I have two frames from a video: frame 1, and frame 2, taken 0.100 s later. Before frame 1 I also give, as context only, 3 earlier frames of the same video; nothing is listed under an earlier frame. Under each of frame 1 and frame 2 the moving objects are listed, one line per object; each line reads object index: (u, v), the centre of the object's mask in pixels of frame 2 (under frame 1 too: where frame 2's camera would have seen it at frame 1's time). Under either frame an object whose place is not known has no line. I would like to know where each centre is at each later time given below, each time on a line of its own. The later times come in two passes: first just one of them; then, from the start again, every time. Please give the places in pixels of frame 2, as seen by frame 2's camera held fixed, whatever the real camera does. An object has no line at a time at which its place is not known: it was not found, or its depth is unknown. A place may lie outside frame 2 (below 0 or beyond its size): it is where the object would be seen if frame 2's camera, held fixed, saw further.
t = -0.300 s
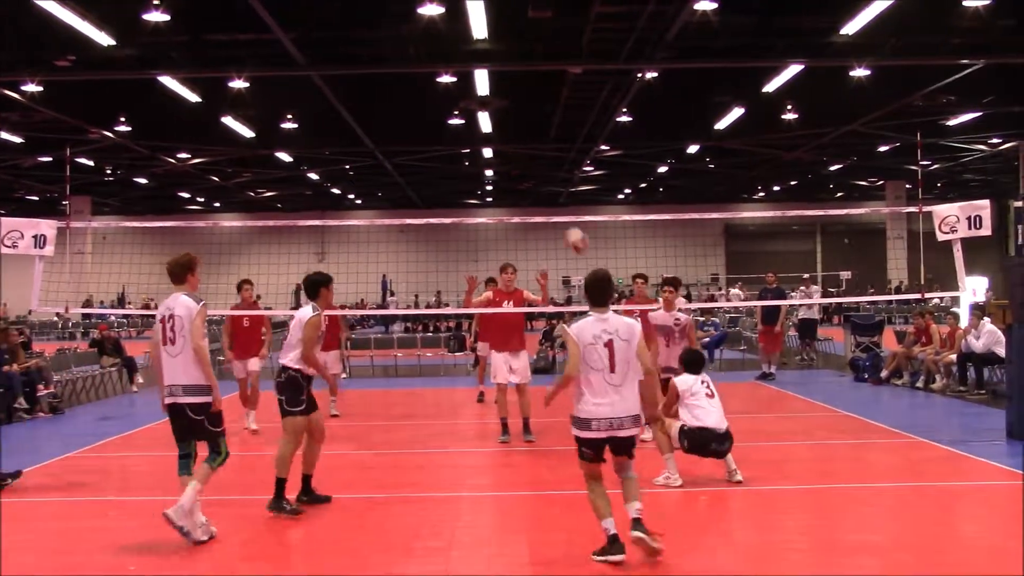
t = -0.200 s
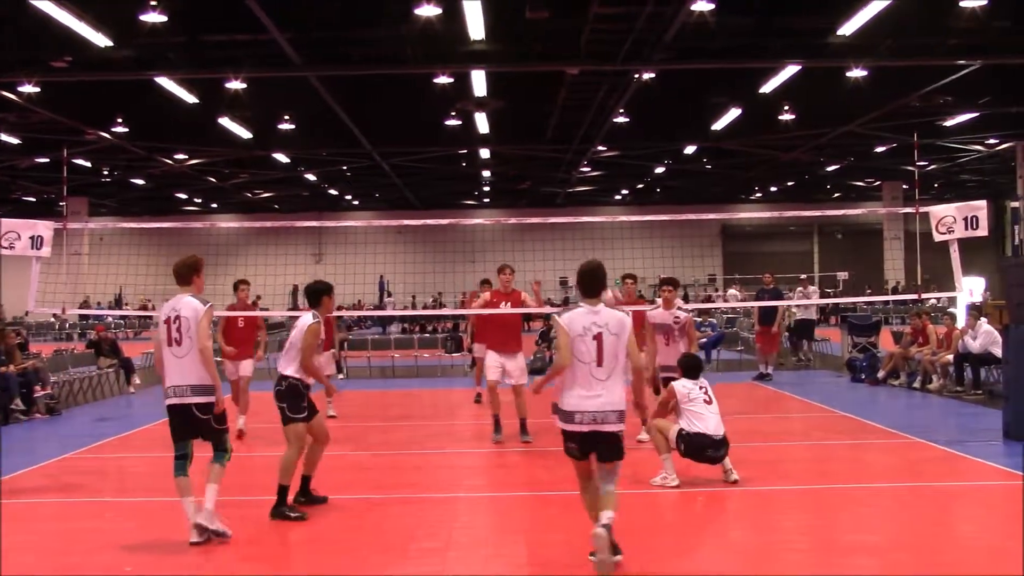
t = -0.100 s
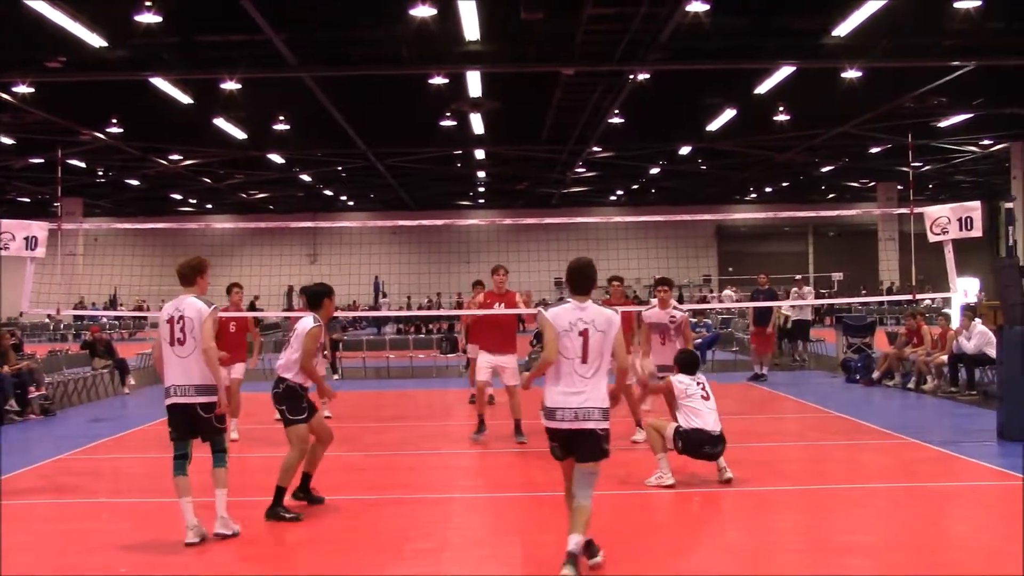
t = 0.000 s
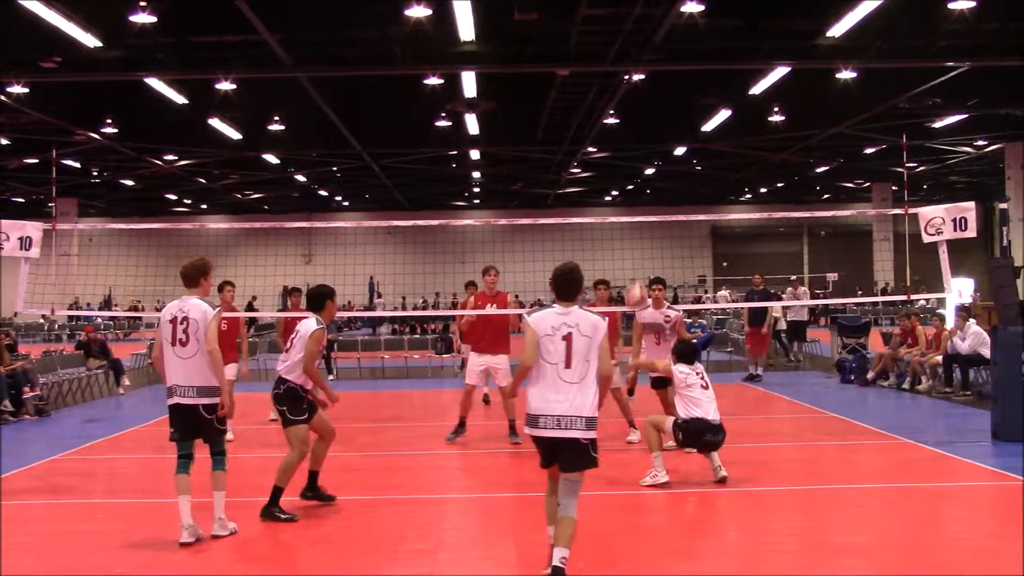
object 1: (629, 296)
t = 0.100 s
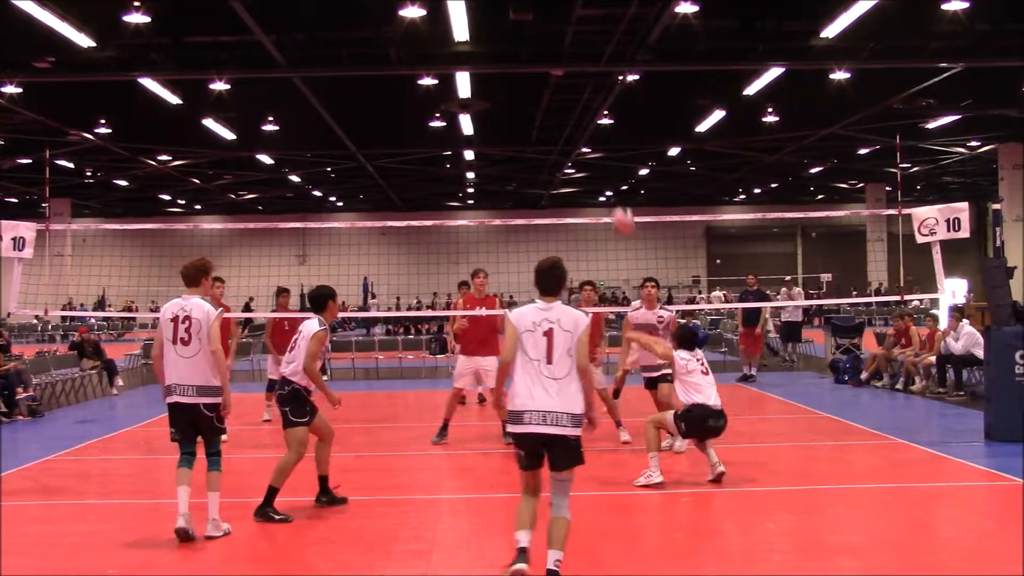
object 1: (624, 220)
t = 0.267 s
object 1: (610, 121)
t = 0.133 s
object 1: (620, 198)
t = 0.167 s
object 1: (617, 176)
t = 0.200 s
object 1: (615, 158)
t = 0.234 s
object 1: (612, 139)
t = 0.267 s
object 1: (610, 121)
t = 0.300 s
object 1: (609, 105)
